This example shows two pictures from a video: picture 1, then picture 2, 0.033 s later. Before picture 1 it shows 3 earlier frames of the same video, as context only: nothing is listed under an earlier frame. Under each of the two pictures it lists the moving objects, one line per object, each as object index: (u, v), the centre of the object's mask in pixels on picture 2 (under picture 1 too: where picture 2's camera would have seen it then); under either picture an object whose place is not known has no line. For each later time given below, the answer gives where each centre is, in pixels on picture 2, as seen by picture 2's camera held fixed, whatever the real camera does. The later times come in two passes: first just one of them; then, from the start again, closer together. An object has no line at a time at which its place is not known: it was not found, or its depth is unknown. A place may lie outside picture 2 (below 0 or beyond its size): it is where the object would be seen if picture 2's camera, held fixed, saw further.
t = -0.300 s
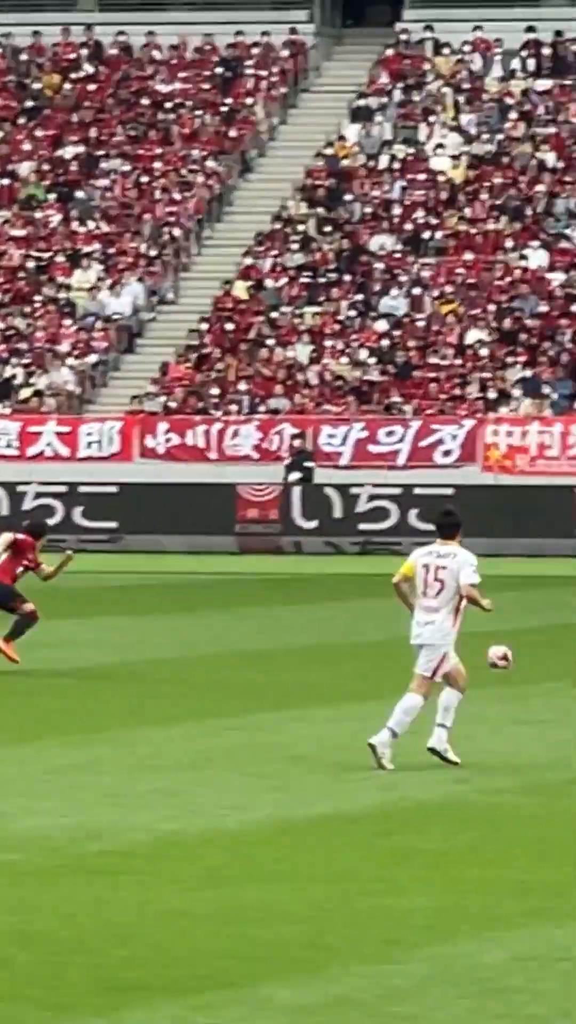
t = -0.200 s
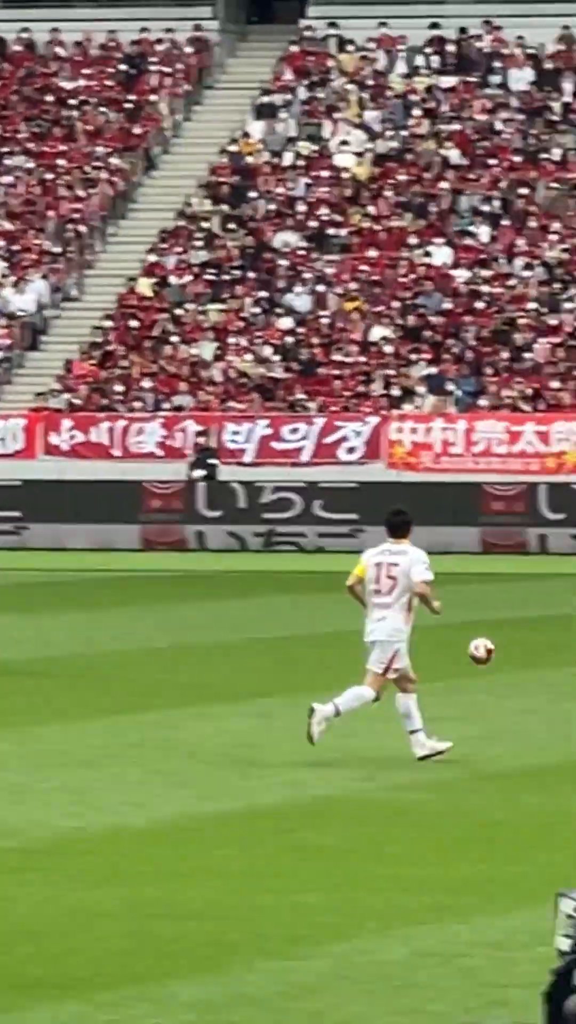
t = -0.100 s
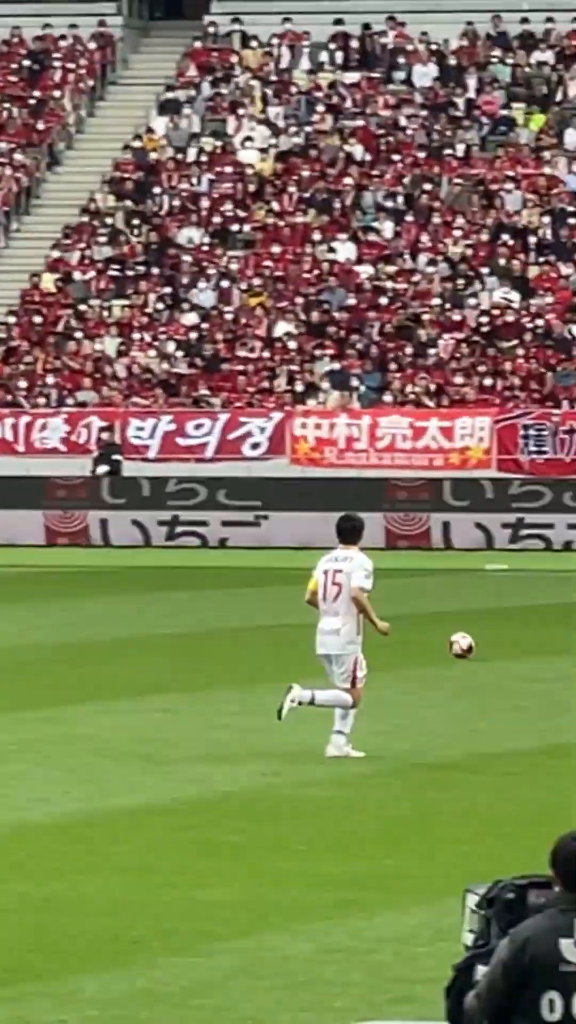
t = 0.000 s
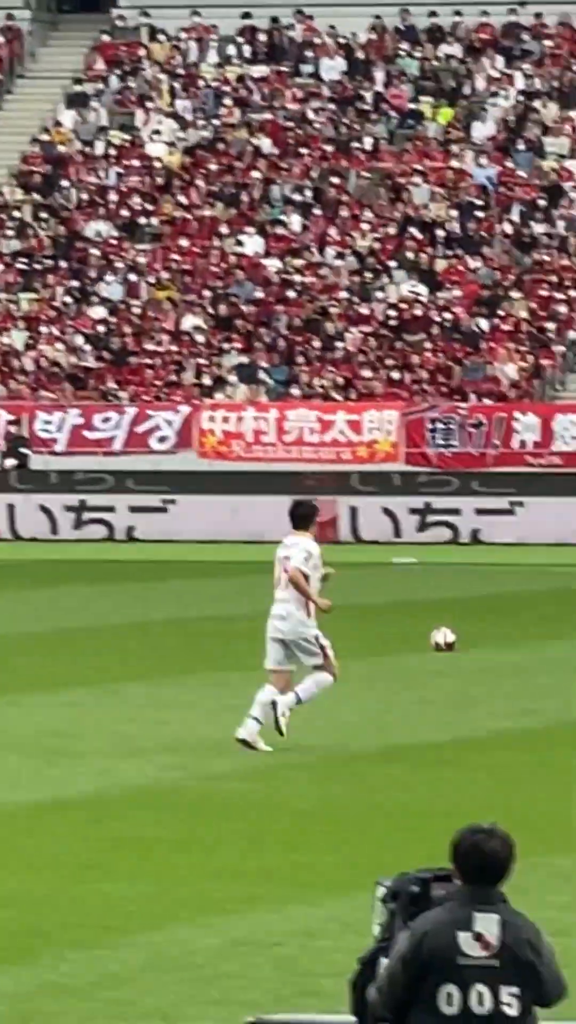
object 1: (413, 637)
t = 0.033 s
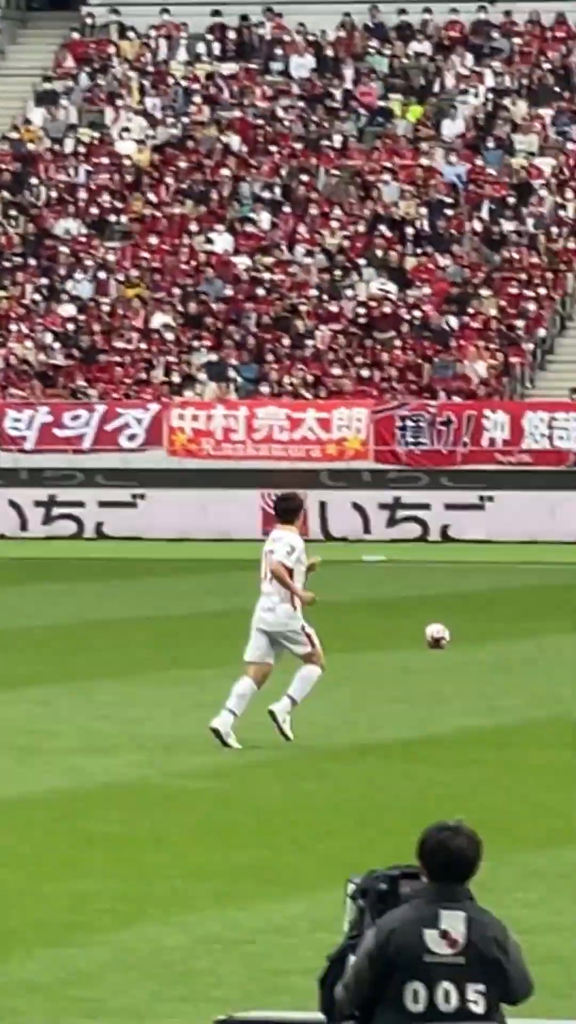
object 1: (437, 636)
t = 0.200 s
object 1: (554, 635)
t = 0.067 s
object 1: (460, 635)
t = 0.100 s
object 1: (484, 635)
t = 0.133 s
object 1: (507, 636)
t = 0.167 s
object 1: (530, 636)
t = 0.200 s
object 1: (554, 635)
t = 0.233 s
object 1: (578, 634)
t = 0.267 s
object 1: (599, 633)
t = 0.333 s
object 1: (647, 632)
